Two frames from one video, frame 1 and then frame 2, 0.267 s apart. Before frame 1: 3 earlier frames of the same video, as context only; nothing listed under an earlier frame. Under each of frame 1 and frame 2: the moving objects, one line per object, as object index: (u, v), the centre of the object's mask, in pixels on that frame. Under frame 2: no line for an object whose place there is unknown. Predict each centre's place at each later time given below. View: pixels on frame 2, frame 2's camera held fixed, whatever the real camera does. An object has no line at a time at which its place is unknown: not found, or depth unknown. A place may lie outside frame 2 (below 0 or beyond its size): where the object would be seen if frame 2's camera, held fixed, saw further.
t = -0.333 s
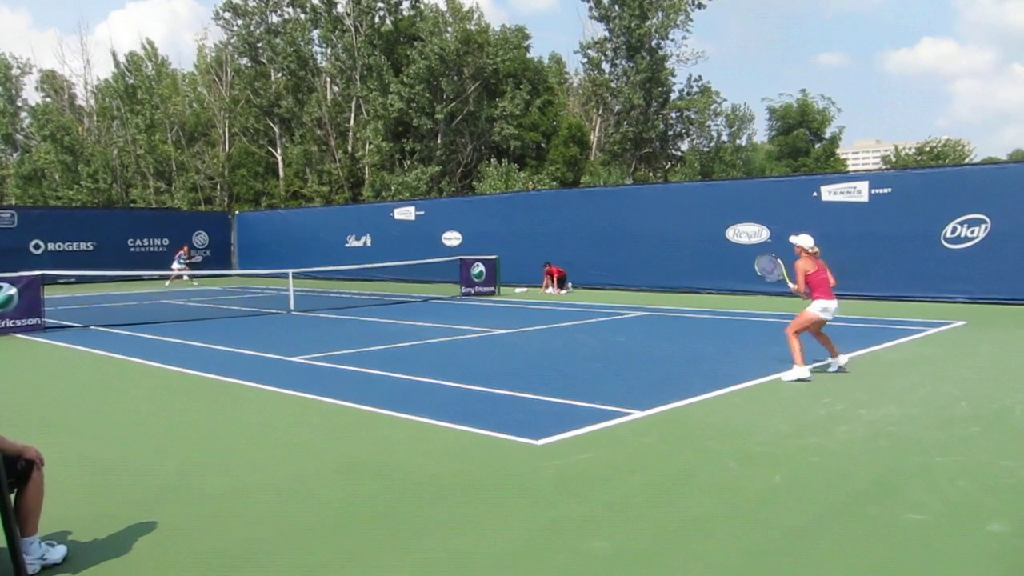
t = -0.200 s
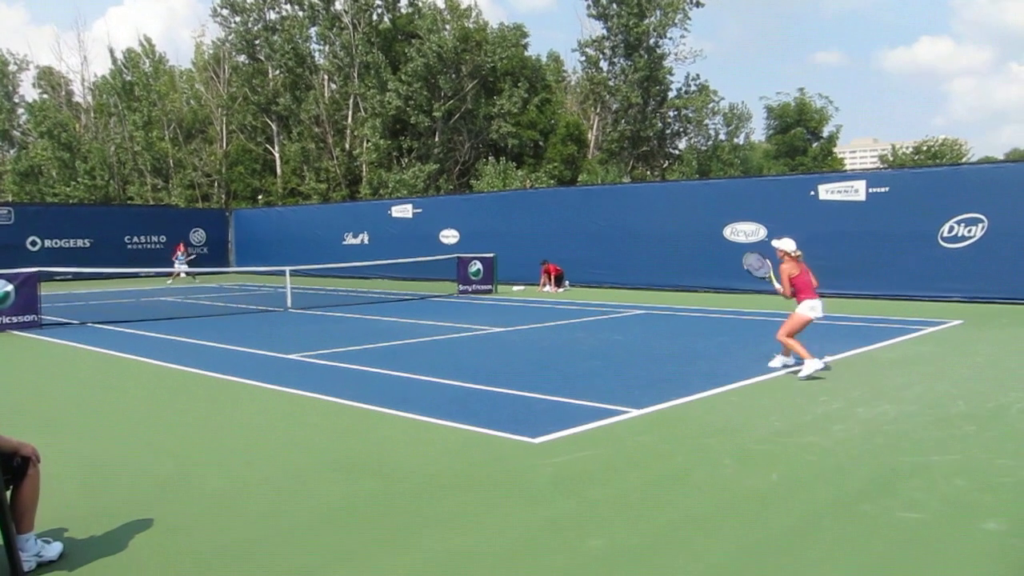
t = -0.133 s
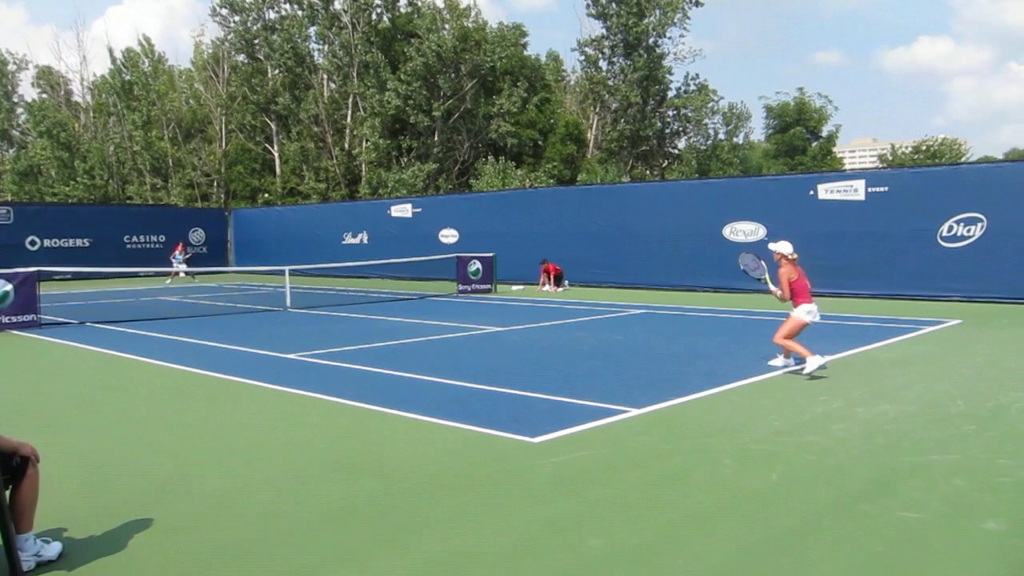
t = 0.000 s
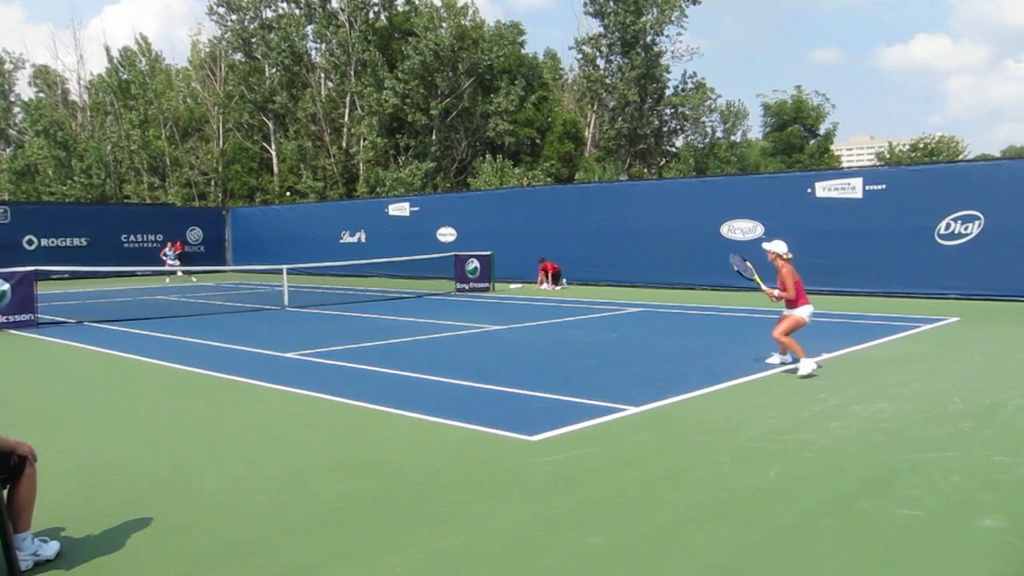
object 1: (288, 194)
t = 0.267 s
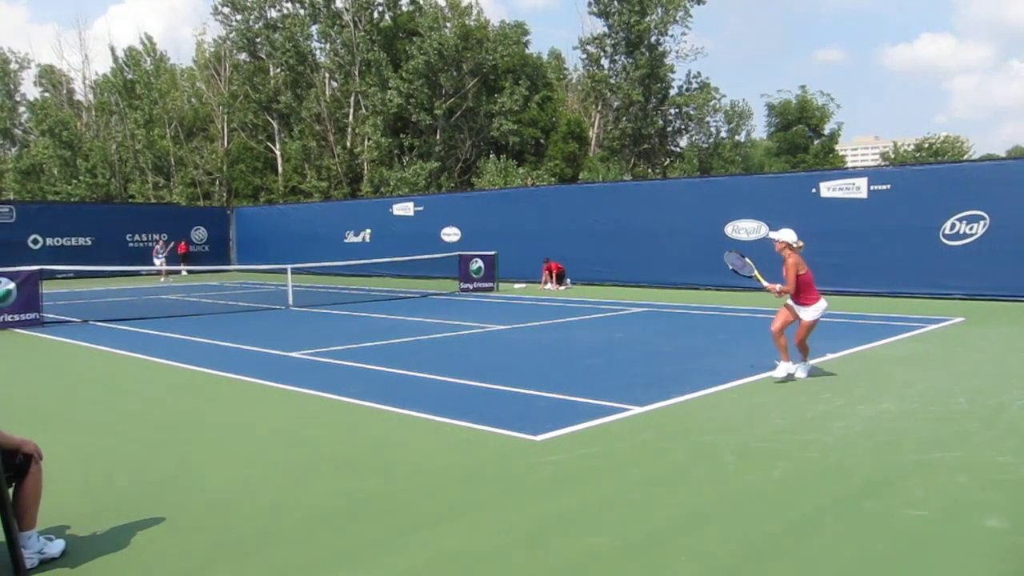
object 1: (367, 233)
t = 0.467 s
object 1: (450, 313)
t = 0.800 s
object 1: (597, 285)
